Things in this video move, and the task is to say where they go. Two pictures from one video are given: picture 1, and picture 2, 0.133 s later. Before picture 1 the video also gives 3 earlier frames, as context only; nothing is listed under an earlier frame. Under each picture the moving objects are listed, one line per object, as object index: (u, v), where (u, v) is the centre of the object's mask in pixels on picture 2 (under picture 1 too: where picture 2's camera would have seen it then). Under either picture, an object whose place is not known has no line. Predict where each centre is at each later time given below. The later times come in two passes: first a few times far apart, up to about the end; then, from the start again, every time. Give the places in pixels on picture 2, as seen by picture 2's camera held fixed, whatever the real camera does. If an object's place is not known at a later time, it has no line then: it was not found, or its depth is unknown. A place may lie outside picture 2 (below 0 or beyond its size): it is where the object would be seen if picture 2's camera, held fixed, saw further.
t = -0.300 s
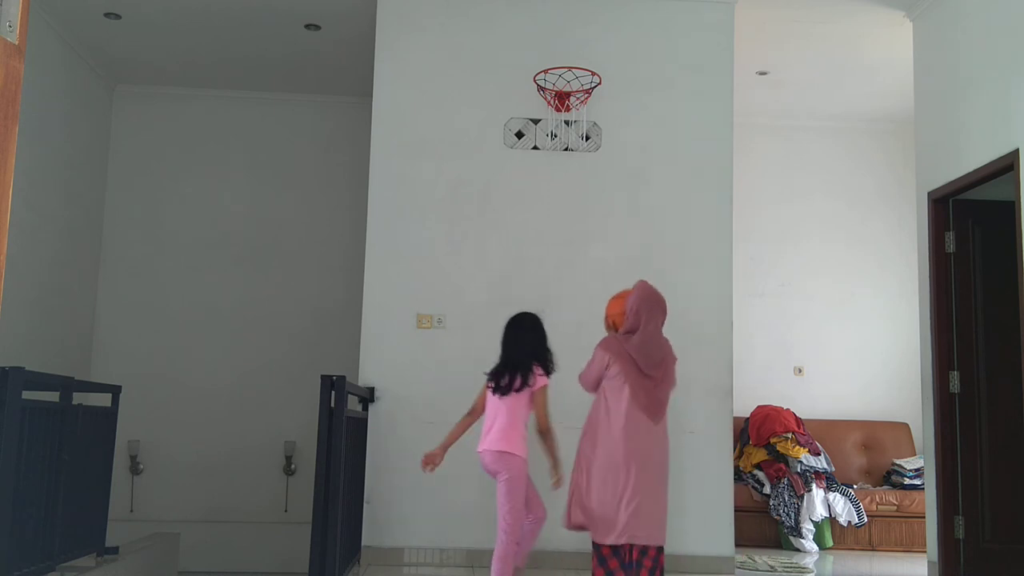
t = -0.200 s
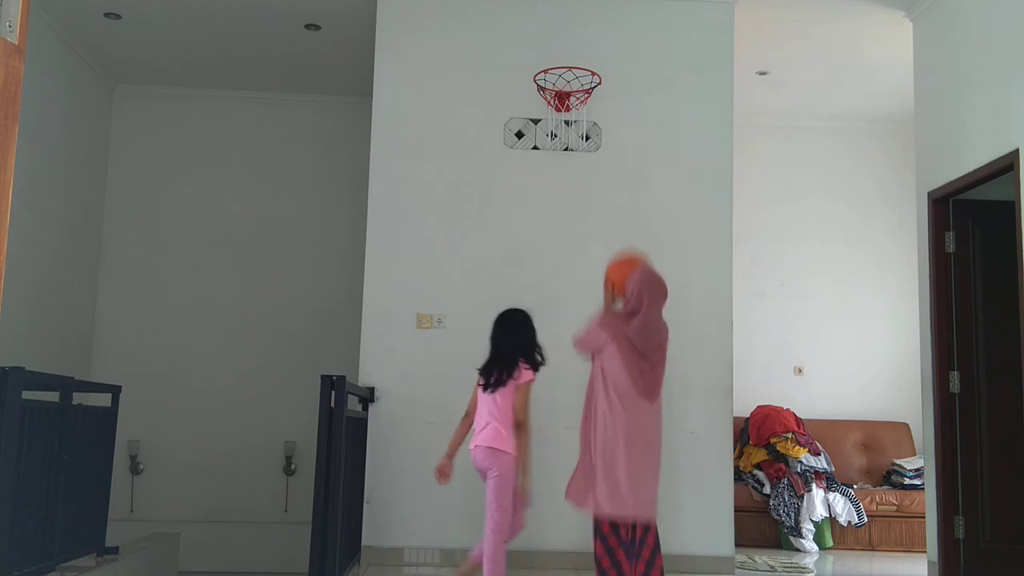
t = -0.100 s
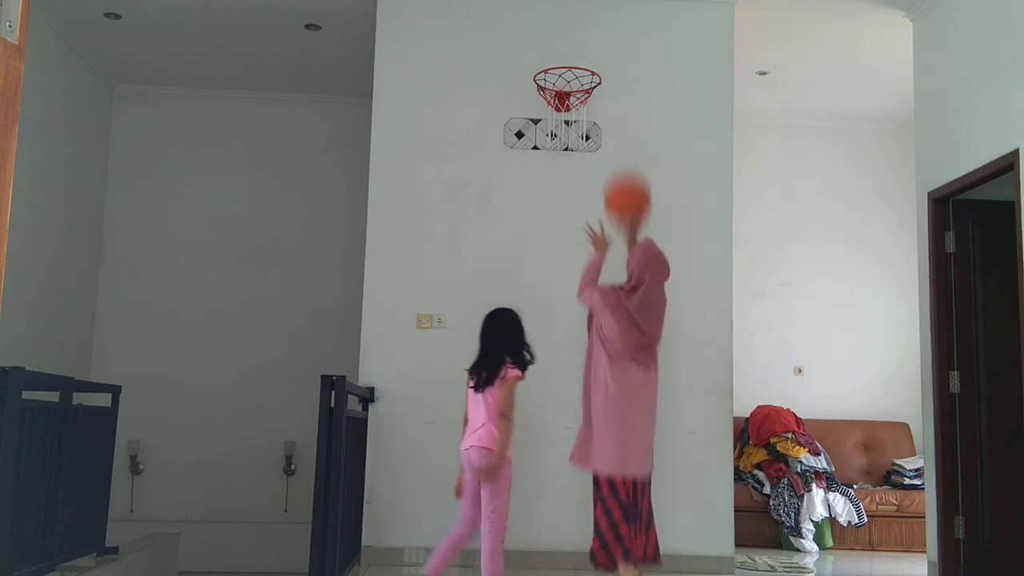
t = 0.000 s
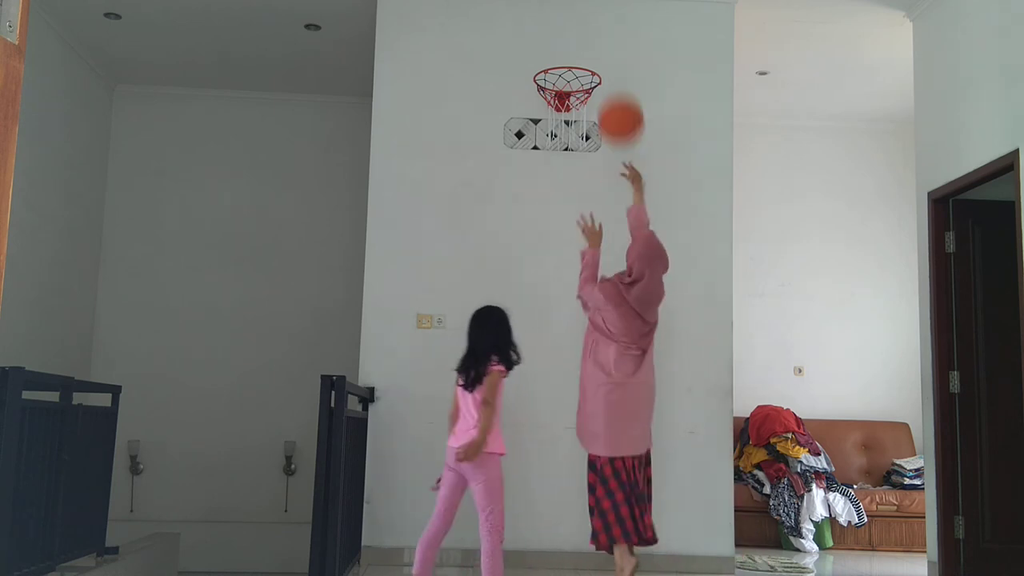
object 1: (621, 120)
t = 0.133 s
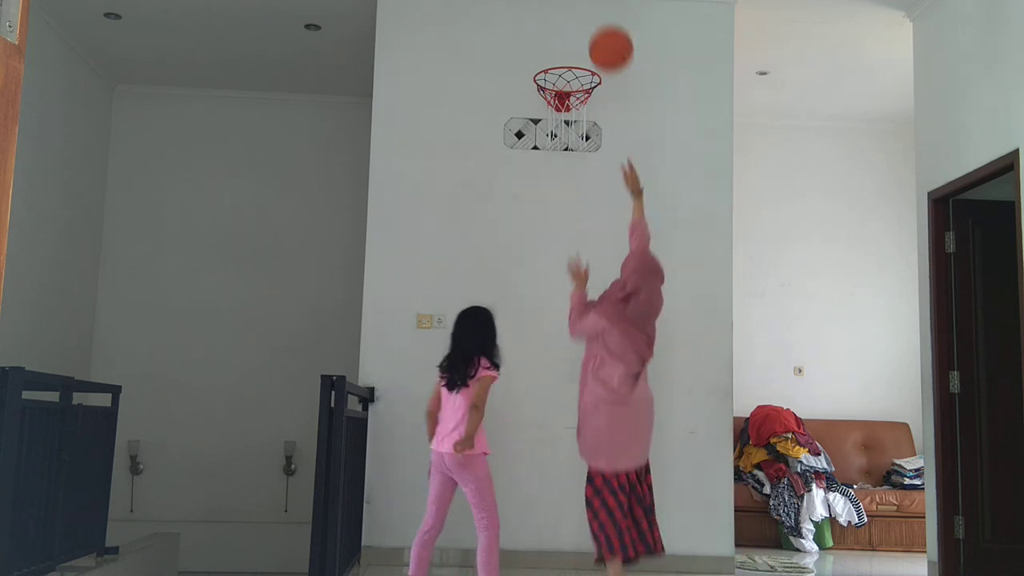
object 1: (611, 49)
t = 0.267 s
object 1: (601, 16)
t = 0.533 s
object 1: (581, 31)
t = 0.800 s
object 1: (560, 47)
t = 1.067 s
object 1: (541, 42)
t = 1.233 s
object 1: (531, 50)
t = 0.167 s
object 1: (608, 37)
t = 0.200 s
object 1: (606, 27)
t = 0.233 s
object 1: (603, 20)
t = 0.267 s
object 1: (601, 16)
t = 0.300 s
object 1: (598, 14)
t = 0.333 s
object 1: (596, 13)
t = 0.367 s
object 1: (593, 13)
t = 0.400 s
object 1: (591, 13)
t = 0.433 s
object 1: (588, 15)
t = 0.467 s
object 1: (586, 18)
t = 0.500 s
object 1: (583, 23)
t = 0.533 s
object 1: (581, 31)
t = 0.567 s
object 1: (578, 41)
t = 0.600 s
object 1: (576, 52)
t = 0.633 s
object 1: (573, 63)
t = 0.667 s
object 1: (571, 71)
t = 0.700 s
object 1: (568, 62)
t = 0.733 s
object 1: (566, 55)
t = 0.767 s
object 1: (563, 50)
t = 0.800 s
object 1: (560, 47)
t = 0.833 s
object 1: (558, 45)
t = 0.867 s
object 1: (555, 44)
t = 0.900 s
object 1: (552, 46)
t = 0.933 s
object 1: (549, 48)
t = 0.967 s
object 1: (546, 52)
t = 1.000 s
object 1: (544, 50)
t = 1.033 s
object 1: (542, 45)
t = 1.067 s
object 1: (541, 42)
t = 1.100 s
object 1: (539, 40)
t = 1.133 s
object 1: (537, 40)
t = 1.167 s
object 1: (535, 42)
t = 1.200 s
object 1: (533, 45)
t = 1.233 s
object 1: (531, 50)
